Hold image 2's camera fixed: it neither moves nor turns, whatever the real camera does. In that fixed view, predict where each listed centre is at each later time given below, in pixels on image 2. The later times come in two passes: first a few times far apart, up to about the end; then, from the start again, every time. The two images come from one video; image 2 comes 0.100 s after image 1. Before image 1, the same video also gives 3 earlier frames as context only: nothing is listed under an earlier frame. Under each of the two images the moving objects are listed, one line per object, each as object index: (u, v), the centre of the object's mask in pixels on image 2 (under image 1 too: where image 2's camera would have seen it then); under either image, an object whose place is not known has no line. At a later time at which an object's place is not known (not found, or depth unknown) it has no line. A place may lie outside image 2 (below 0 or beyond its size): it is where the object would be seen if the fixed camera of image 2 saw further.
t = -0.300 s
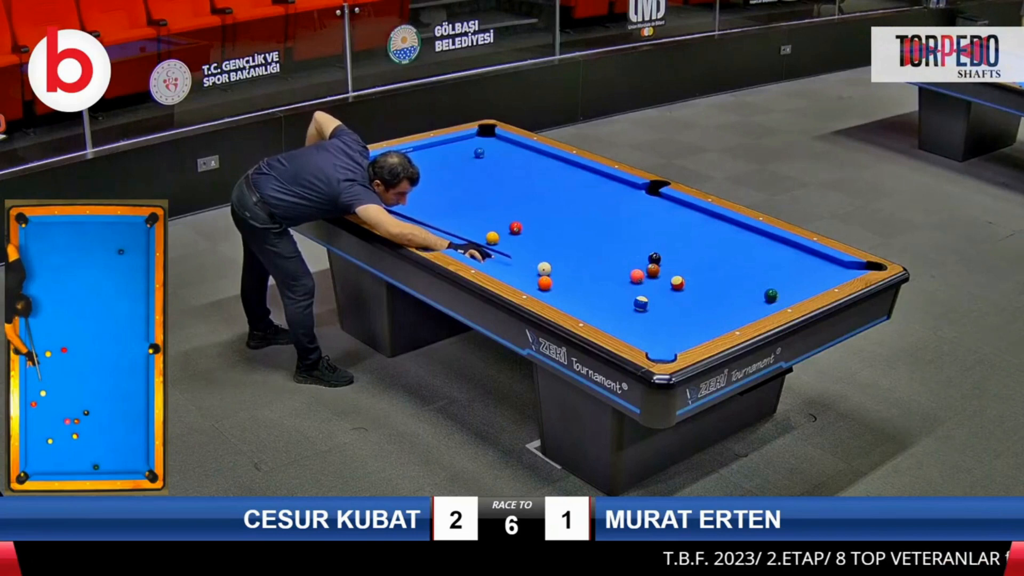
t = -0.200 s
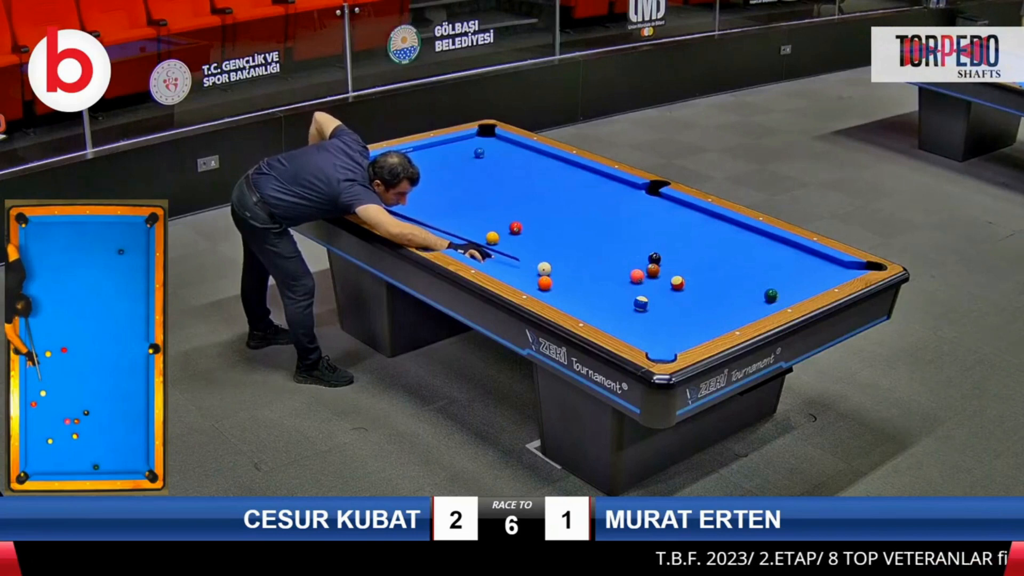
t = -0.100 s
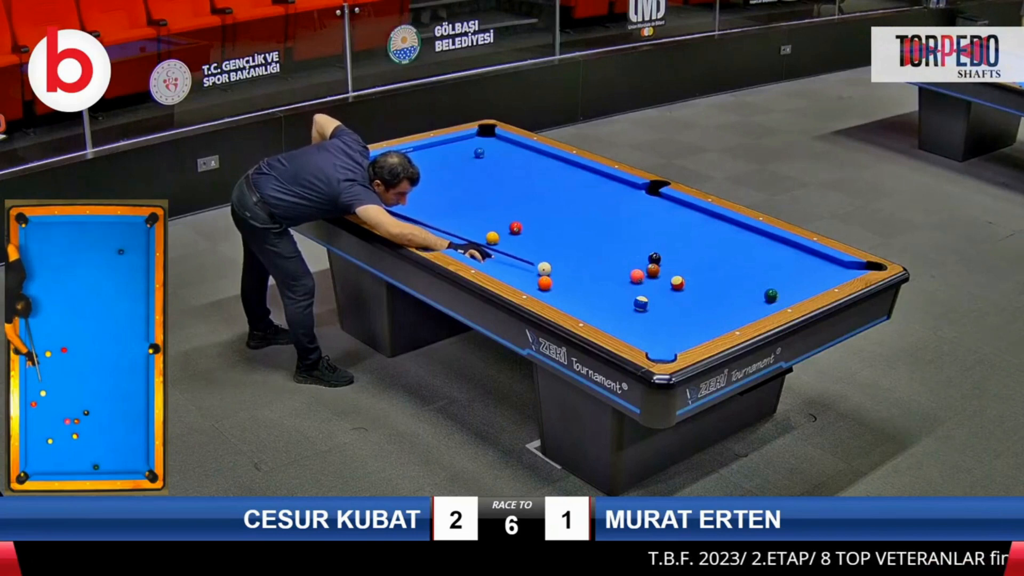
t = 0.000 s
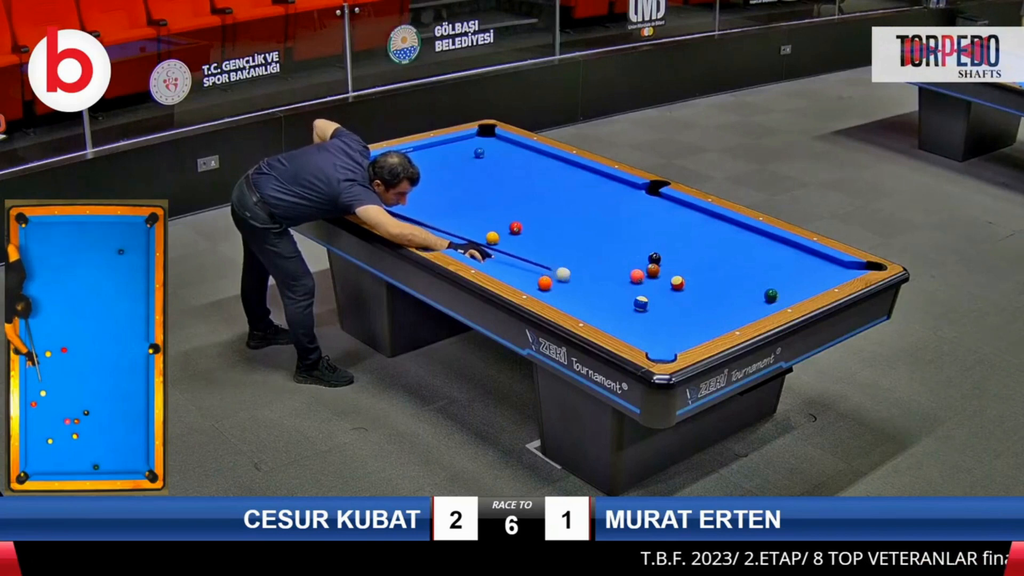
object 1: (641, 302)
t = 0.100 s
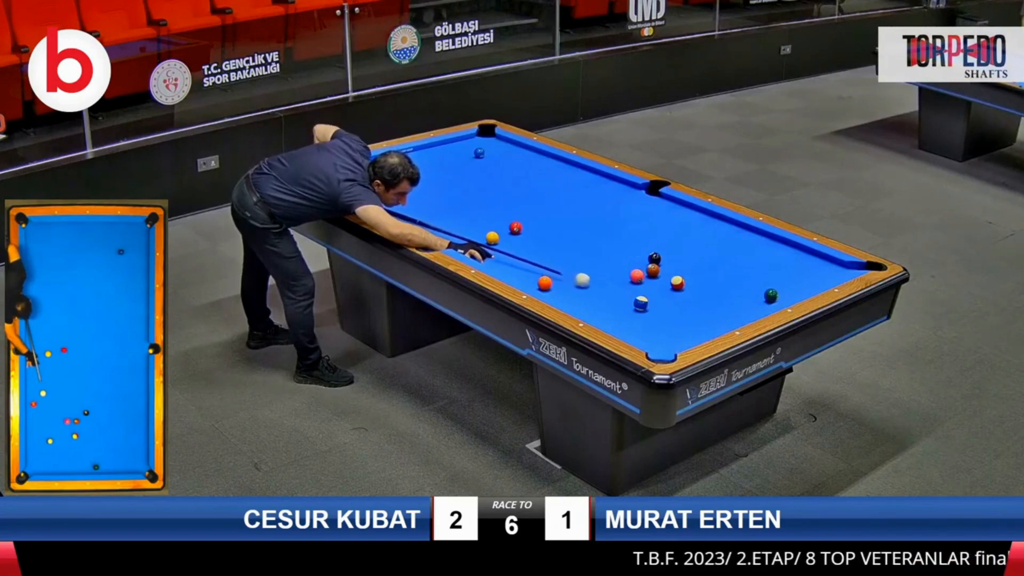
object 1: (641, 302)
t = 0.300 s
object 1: (641, 302)
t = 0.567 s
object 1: (646, 312)
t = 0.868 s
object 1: (652, 324)
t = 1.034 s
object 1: (656, 330)
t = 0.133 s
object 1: (641, 302)
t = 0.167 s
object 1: (641, 302)
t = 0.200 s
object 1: (641, 303)
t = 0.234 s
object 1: (641, 302)
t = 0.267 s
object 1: (641, 302)
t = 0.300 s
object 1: (641, 302)
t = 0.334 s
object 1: (641, 302)
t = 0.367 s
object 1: (641, 303)
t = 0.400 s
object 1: (641, 304)
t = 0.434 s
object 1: (642, 306)
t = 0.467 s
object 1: (643, 307)
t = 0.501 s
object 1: (644, 309)
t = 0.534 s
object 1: (645, 310)
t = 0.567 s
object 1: (646, 312)
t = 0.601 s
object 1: (646, 313)
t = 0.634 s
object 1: (647, 314)
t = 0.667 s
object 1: (648, 316)
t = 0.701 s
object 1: (648, 317)
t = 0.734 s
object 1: (649, 318)
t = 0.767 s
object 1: (650, 320)
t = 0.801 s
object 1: (651, 321)
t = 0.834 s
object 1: (651, 322)
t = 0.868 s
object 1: (652, 324)
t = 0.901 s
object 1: (652, 325)
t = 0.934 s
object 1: (653, 326)
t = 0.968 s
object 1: (654, 327)
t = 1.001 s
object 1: (655, 328)
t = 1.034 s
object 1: (656, 330)
